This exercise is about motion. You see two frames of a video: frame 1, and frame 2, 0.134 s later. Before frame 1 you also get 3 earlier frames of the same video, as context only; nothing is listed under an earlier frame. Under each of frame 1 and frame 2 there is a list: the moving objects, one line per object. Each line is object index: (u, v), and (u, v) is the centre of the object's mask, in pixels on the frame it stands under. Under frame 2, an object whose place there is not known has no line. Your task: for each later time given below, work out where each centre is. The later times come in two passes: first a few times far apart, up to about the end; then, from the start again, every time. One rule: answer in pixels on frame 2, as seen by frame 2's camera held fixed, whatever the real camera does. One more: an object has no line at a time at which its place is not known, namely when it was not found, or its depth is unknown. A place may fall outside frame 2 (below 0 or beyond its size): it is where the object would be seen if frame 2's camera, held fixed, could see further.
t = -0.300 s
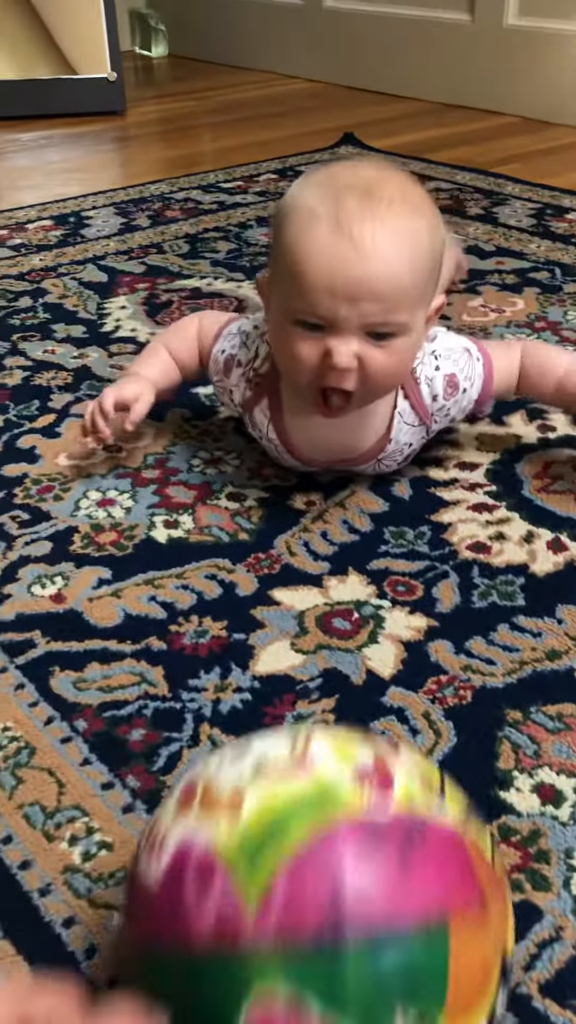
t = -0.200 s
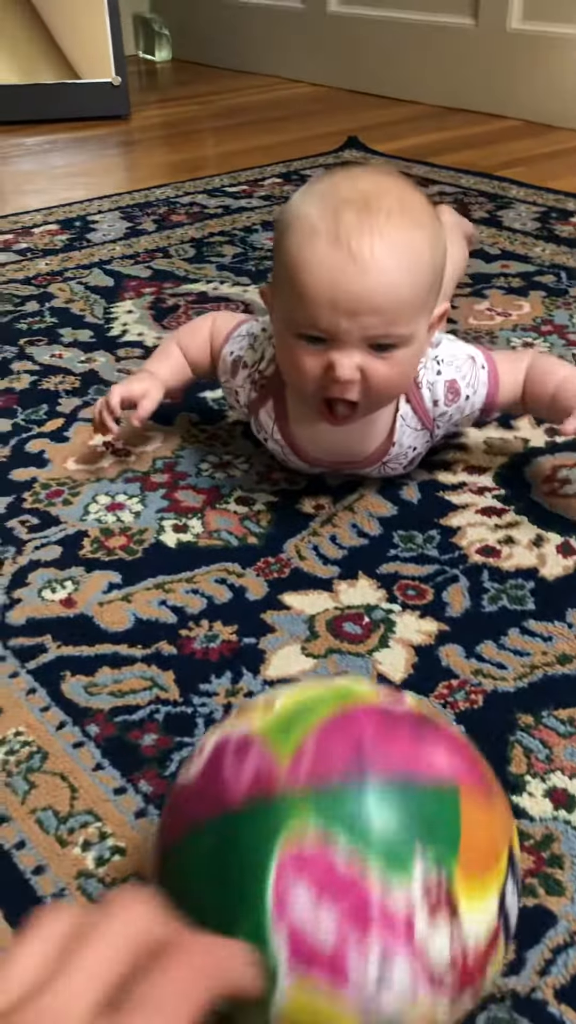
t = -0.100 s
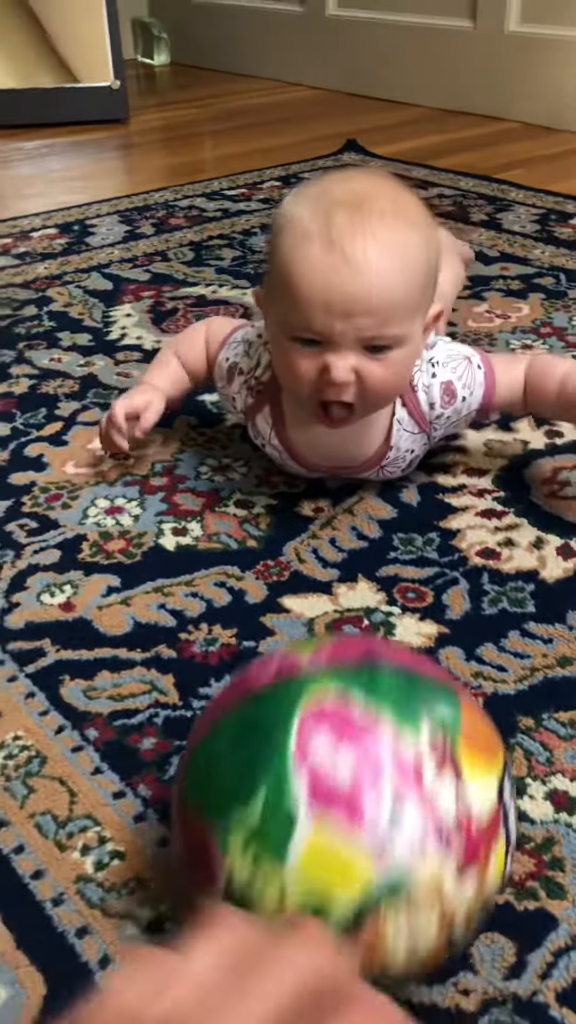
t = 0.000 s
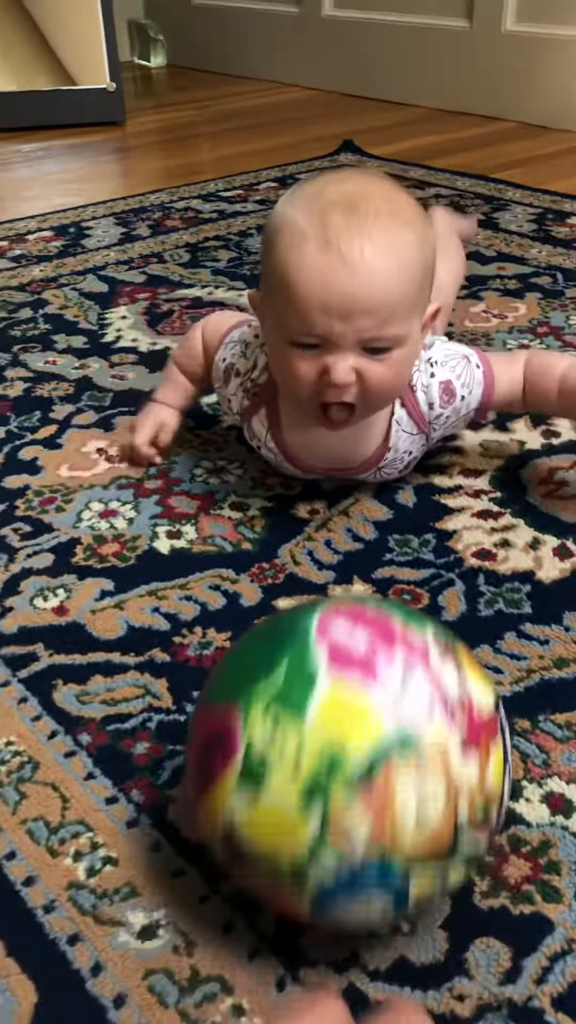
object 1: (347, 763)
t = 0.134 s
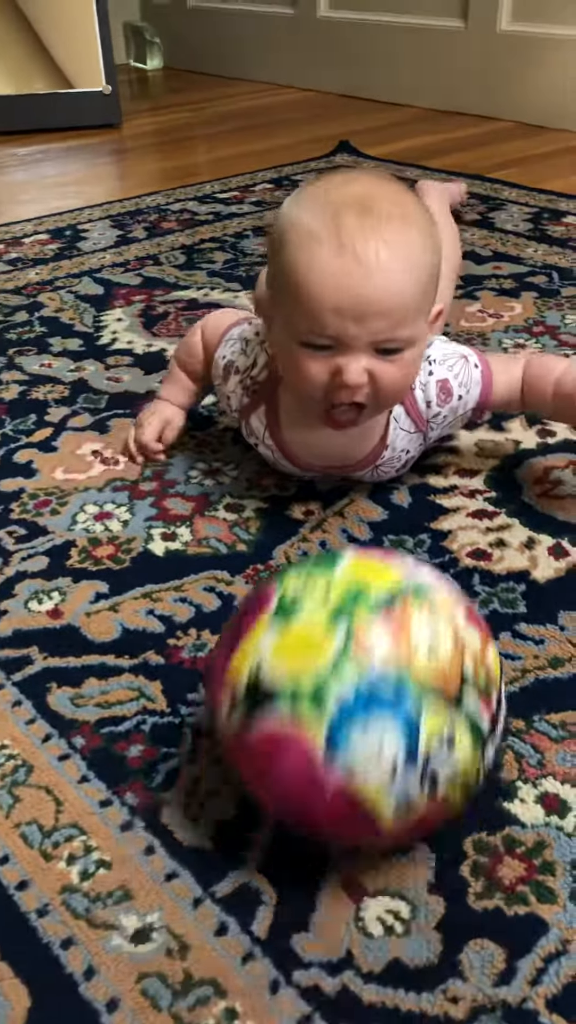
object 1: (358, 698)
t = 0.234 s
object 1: (363, 654)
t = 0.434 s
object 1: (365, 593)
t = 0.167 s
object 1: (360, 684)
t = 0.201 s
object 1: (362, 669)
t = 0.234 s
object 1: (363, 654)
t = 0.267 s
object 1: (364, 641)
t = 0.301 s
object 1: (364, 630)
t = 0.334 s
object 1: (364, 617)
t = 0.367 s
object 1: (364, 609)
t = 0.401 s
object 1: (365, 600)
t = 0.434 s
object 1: (365, 593)
